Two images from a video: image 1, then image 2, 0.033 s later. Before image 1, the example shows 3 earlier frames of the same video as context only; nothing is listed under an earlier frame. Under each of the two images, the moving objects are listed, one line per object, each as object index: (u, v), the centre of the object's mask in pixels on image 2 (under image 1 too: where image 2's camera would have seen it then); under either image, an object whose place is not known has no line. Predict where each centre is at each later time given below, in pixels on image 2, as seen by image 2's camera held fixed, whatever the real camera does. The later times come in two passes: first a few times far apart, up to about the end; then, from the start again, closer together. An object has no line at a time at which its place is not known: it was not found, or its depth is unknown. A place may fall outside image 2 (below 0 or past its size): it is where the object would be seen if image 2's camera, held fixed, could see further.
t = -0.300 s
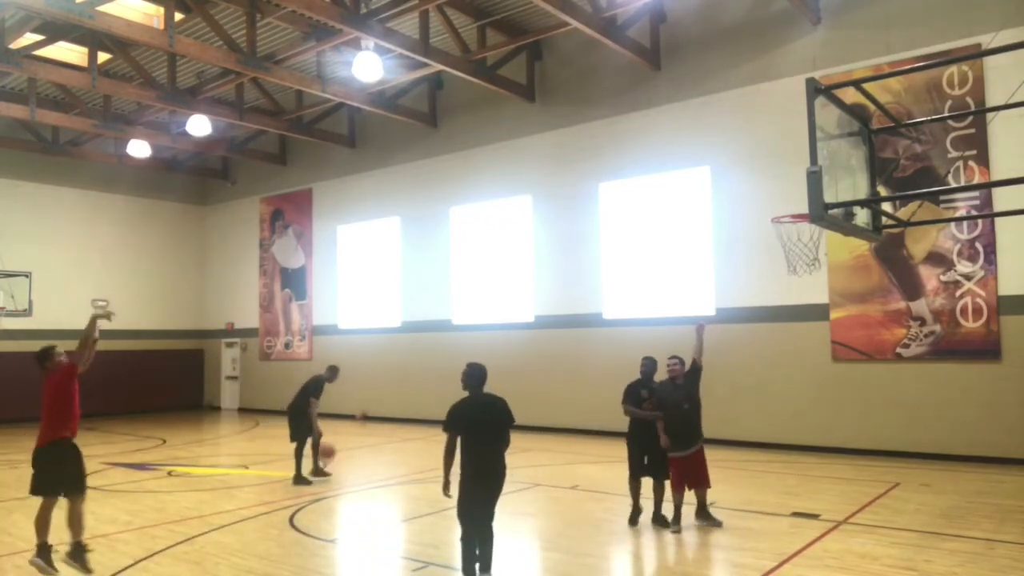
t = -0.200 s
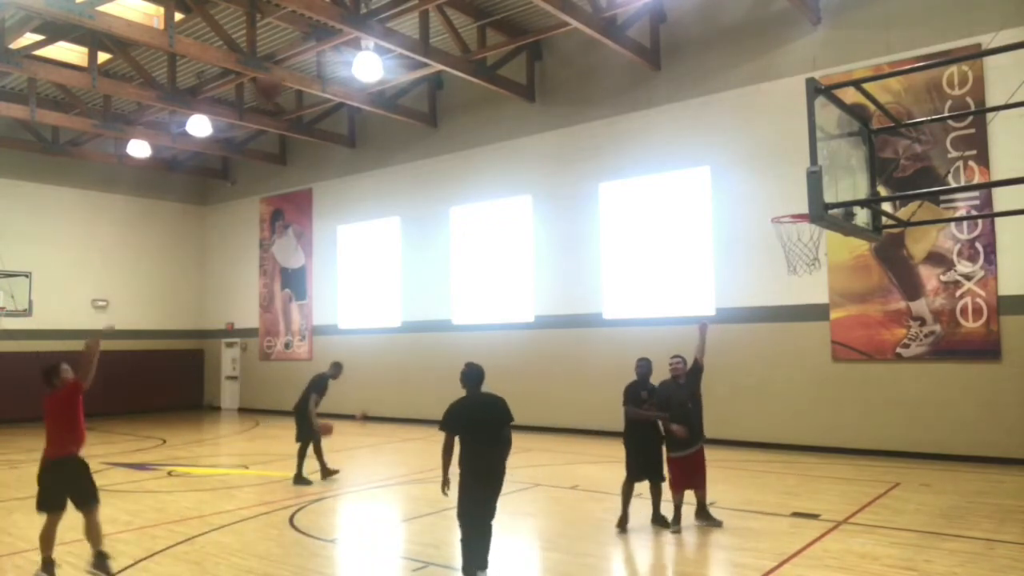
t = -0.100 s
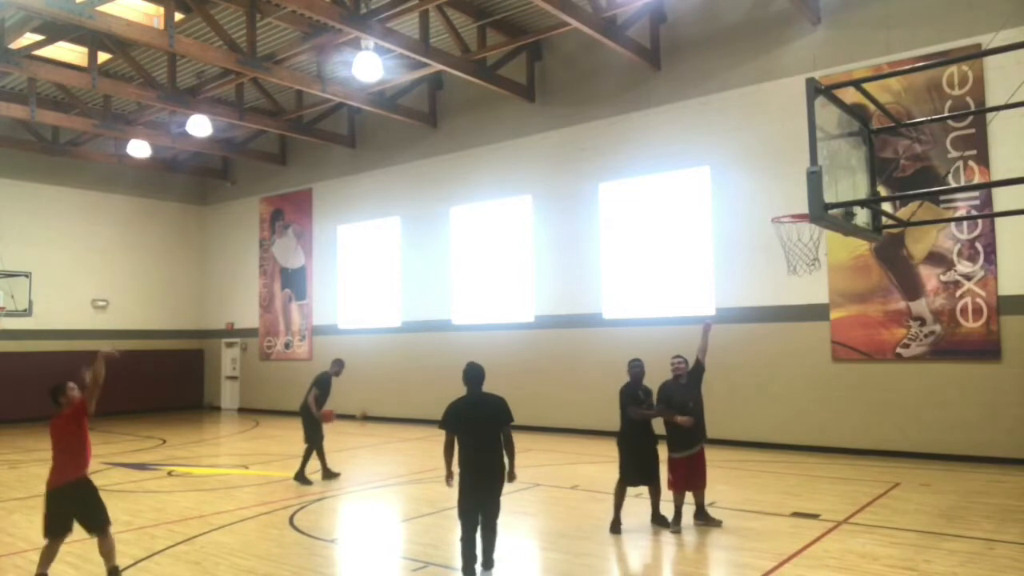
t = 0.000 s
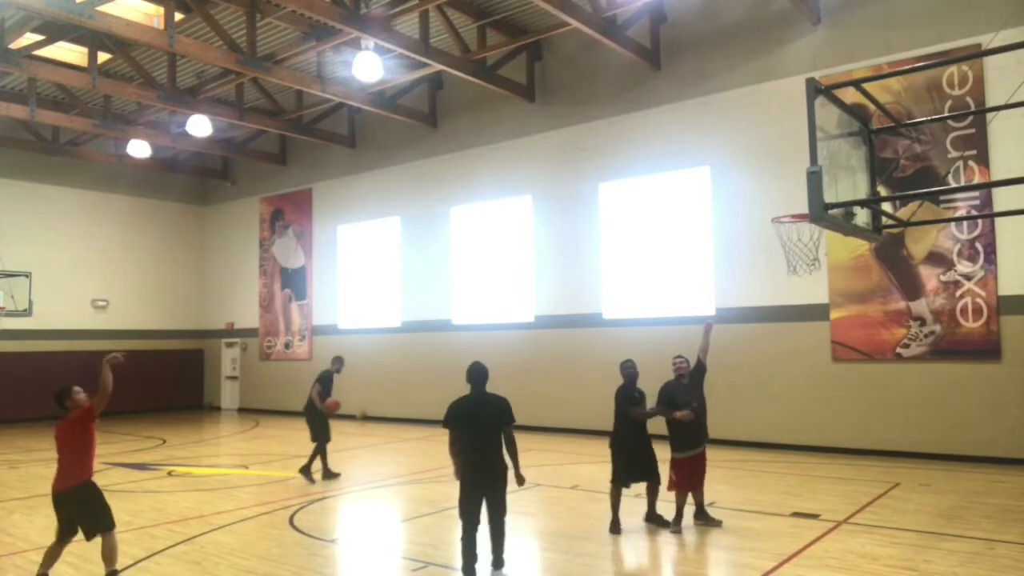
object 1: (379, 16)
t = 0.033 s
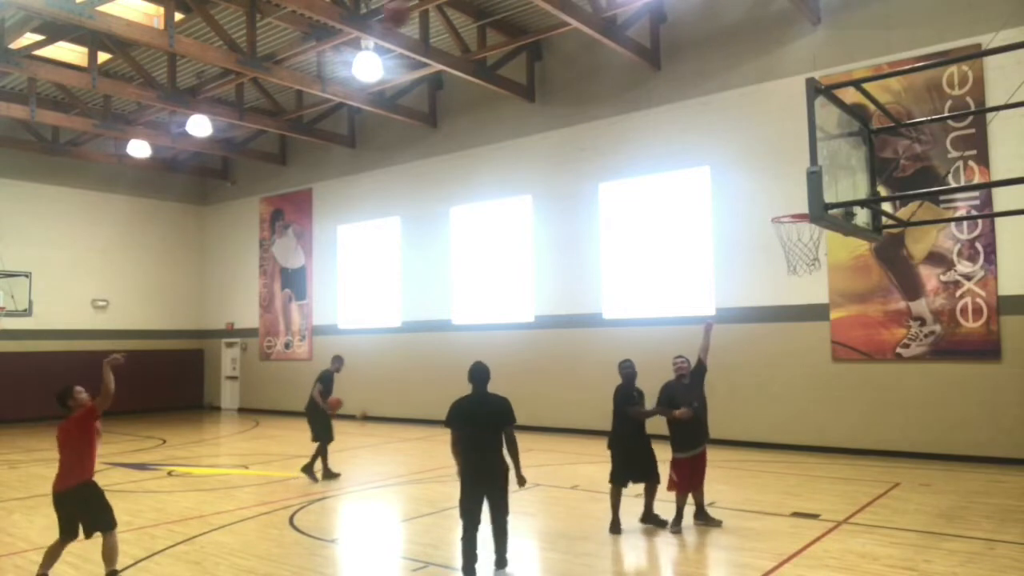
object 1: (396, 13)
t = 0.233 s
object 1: (498, 6)
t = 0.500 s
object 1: (629, 50)
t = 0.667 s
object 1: (704, 115)
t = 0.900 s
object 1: (795, 197)
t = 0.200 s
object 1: (479, 7)
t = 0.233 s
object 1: (498, 6)
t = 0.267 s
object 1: (513, 7)
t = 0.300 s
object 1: (532, 9)
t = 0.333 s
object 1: (549, 11)
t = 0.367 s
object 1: (562, 13)
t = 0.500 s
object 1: (629, 50)
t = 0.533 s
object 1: (643, 61)
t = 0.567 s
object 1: (658, 73)
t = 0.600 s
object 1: (673, 88)
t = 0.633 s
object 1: (690, 101)
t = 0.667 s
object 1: (704, 115)
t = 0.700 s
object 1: (720, 130)
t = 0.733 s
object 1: (734, 147)
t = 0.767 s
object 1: (750, 166)
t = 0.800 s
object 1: (765, 184)
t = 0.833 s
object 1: (780, 203)
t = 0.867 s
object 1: (790, 207)
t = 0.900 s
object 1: (795, 197)
